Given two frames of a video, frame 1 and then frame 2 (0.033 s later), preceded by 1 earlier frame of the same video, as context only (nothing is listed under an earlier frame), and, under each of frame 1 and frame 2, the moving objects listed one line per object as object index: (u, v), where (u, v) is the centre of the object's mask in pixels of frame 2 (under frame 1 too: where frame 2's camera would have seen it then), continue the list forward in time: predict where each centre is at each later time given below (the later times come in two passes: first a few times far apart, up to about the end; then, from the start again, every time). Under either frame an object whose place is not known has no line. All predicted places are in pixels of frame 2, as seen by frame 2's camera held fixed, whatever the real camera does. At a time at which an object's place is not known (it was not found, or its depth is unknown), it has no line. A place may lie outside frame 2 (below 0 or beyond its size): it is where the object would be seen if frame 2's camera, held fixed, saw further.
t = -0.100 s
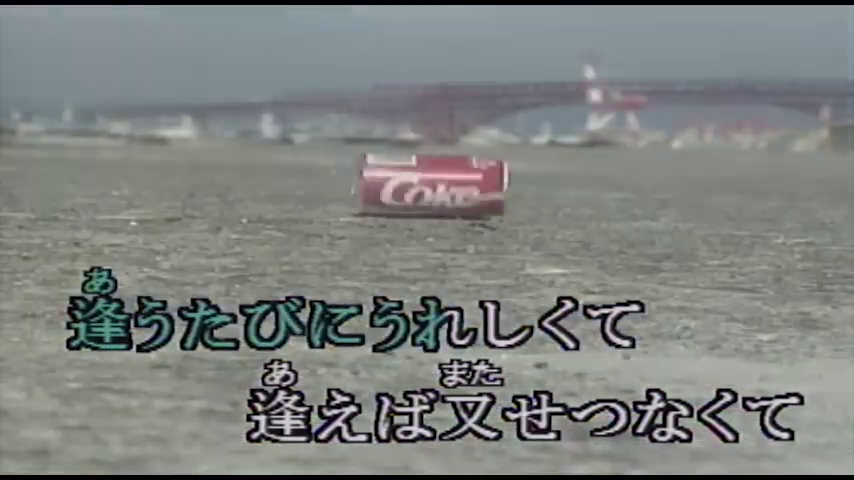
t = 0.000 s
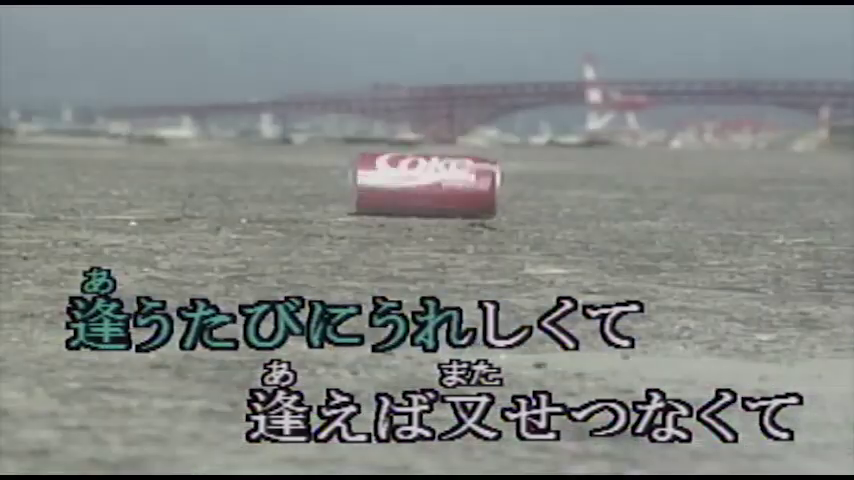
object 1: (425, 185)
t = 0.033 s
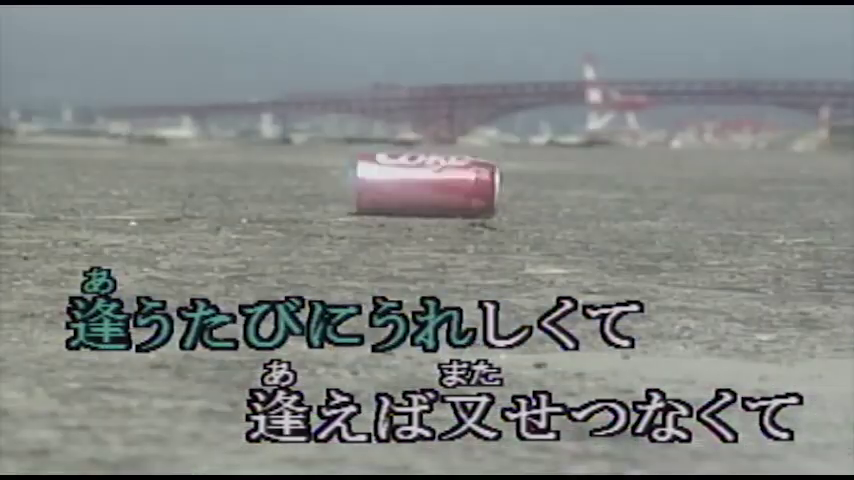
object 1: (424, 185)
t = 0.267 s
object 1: (421, 181)
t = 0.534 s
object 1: (401, 180)
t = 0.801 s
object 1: (379, 178)
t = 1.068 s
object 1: (349, 176)
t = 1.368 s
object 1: (310, 172)
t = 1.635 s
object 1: (279, 169)
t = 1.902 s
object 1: (249, 169)
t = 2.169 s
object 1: (246, 167)
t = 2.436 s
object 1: (235, 167)
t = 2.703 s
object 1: (232, 166)
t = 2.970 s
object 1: (240, 167)
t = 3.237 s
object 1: (239, 165)
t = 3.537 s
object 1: (247, 162)
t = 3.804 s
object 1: (242, 160)
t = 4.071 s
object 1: (225, 162)
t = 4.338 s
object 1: (206, 161)
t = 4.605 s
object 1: (186, 158)
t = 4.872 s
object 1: (162, 155)
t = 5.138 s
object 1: (137, 151)
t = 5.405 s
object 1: (136, 153)
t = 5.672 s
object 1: (152, 152)
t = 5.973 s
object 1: (159, 154)
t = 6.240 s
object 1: (166, 152)
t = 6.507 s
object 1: (181, 148)
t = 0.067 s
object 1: (425, 184)
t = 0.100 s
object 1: (425, 184)
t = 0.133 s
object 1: (425, 183)
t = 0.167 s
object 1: (423, 183)
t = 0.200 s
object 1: (422, 184)
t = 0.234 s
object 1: (423, 181)
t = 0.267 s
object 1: (421, 181)
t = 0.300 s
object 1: (416, 182)
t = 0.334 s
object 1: (411, 180)
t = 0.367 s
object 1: (408, 181)
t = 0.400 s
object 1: (405, 181)
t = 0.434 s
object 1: (406, 180)
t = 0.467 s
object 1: (405, 180)
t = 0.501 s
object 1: (405, 179)
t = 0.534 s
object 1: (401, 180)
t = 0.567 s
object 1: (395, 179)
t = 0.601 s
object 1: (391, 179)
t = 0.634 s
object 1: (390, 178)
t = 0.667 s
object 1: (387, 180)
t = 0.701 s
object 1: (386, 179)
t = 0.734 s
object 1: (384, 179)
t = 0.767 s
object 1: (381, 178)
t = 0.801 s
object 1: (379, 178)
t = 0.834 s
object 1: (376, 177)
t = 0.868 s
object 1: (372, 178)
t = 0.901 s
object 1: (371, 177)
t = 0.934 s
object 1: (369, 177)
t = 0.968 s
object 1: (364, 176)
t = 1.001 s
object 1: (359, 176)
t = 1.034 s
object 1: (354, 175)
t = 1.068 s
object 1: (349, 176)
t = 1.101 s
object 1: (346, 175)
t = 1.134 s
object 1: (342, 175)
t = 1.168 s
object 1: (338, 174)
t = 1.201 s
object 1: (332, 174)
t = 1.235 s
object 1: (328, 174)
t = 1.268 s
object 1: (322, 174)
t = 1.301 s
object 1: (317, 173)
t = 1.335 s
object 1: (315, 172)
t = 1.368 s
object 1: (310, 172)
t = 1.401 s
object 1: (304, 172)
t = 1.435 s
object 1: (296, 171)
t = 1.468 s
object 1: (291, 171)
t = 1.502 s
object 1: (289, 170)
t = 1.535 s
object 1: (286, 171)
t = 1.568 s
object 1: (285, 170)
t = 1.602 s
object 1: (283, 169)
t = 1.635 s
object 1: (279, 169)
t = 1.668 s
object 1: (275, 169)
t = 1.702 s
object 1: (272, 169)
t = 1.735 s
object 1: (267, 167)
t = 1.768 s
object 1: (264, 168)
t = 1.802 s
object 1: (260, 169)
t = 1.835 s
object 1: (255, 168)
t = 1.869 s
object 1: (251, 169)
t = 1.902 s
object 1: (249, 169)
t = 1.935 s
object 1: (250, 168)
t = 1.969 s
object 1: (249, 169)
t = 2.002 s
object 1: (249, 168)
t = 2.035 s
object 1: (250, 168)
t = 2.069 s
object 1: (251, 168)
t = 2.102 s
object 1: (248, 169)
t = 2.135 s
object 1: (246, 169)
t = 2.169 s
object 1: (246, 167)
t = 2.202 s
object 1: (243, 166)
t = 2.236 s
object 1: (240, 167)
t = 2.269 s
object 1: (239, 168)
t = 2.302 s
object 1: (238, 168)
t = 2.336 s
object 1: (238, 167)
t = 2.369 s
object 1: (238, 167)
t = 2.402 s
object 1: (237, 167)
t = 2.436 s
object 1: (235, 167)
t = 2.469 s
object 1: (235, 167)
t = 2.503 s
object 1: (235, 166)
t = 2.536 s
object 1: (234, 166)
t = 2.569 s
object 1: (232, 168)
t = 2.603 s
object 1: (234, 167)
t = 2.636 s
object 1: (234, 168)
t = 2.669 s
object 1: (233, 167)
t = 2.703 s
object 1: (232, 166)
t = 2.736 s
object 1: (234, 166)
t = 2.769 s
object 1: (237, 167)
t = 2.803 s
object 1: (239, 167)
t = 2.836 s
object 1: (239, 167)
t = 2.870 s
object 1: (239, 167)
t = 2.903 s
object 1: (239, 167)
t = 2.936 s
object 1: (240, 167)
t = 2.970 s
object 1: (240, 167)
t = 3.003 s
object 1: (241, 166)
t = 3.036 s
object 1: (242, 165)
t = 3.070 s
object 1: (243, 163)
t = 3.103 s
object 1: (242, 165)
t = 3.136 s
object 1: (241, 164)
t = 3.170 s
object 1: (238, 165)
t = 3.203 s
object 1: (238, 165)
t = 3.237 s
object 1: (239, 165)
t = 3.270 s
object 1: (240, 166)
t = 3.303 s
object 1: (242, 165)
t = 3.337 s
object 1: (243, 165)
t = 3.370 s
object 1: (244, 165)
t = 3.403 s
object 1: (244, 165)
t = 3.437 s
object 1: (244, 165)
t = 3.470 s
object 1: (244, 165)
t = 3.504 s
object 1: (246, 164)
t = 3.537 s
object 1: (247, 162)
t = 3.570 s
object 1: (245, 163)
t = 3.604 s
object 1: (244, 163)
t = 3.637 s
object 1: (244, 164)
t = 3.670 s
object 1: (245, 162)
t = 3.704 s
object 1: (245, 162)
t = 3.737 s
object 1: (246, 162)
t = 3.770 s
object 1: (244, 161)
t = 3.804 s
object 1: (242, 160)
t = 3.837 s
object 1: (240, 161)
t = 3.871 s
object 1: (236, 161)
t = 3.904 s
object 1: (235, 161)
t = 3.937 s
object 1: (232, 162)
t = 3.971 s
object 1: (230, 163)
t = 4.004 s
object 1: (229, 162)
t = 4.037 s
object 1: (227, 162)
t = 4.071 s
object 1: (225, 162)
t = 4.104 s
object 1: (222, 162)
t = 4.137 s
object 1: (220, 162)
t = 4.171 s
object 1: (218, 163)
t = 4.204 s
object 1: (216, 161)
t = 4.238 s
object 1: (214, 162)
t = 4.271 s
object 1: (211, 162)
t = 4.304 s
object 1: (208, 162)
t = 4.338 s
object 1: (206, 161)
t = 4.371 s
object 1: (204, 161)
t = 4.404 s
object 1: (201, 160)
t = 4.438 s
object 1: (200, 161)
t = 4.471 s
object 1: (198, 160)
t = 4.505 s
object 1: (195, 160)
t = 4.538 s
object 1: (192, 159)
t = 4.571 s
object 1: (190, 159)
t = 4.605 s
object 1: (186, 158)
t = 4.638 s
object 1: (183, 158)
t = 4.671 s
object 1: (181, 158)
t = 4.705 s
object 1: (177, 157)
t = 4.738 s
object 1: (174, 156)
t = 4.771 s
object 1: (170, 156)
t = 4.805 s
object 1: (168, 156)
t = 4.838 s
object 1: (166, 155)
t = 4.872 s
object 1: (162, 155)
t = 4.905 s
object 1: (158, 155)
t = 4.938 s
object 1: (153, 155)
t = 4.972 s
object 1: (149, 155)
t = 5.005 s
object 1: (147, 154)
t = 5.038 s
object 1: (144, 155)
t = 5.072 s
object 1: (141, 155)
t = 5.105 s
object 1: (139, 154)
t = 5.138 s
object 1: (137, 151)
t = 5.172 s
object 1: (136, 152)
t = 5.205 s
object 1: (135, 154)
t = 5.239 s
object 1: (136, 154)
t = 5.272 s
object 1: (134, 153)
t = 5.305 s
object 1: (134, 153)
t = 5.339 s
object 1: (134, 153)
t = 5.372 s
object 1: (134, 153)
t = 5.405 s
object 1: (136, 153)
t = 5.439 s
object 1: (138, 151)
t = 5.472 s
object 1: (139, 151)
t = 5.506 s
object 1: (142, 152)
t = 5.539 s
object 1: (144, 153)
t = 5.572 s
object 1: (146, 153)
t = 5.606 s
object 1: (149, 153)
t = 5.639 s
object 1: (151, 152)
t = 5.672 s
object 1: (152, 152)
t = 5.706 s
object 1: (154, 152)
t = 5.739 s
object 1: (154, 151)
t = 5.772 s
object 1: (152, 148)
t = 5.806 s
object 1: (151, 146)
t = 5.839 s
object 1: (151, 146)
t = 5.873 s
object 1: (151, 151)
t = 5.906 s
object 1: (153, 151)
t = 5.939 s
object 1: (155, 152)
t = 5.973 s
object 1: (159, 154)
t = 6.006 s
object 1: (160, 150)
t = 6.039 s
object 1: (161, 149)
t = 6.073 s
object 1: (160, 152)
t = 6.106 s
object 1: (161, 153)
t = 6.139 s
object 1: (163, 151)
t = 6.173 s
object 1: (166, 151)
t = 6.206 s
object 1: (167, 151)
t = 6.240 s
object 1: (166, 152)
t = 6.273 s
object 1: (167, 148)
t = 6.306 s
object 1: (168, 149)
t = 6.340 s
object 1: (169, 150)
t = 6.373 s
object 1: (168, 150)
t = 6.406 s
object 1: (170, 149)
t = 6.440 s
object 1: (173, 151)
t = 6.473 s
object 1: (176, 150)
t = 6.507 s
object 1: (181, 148)
